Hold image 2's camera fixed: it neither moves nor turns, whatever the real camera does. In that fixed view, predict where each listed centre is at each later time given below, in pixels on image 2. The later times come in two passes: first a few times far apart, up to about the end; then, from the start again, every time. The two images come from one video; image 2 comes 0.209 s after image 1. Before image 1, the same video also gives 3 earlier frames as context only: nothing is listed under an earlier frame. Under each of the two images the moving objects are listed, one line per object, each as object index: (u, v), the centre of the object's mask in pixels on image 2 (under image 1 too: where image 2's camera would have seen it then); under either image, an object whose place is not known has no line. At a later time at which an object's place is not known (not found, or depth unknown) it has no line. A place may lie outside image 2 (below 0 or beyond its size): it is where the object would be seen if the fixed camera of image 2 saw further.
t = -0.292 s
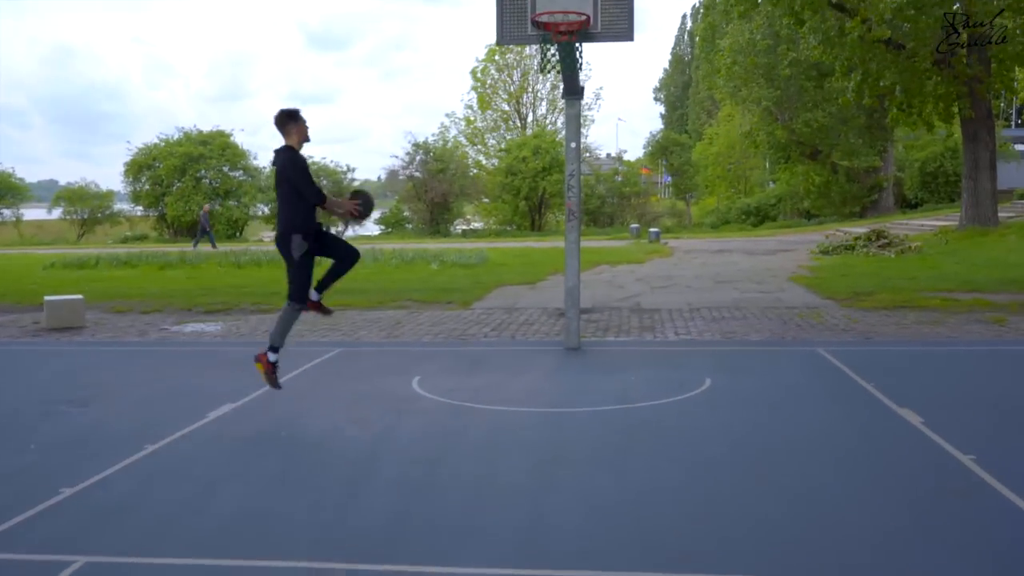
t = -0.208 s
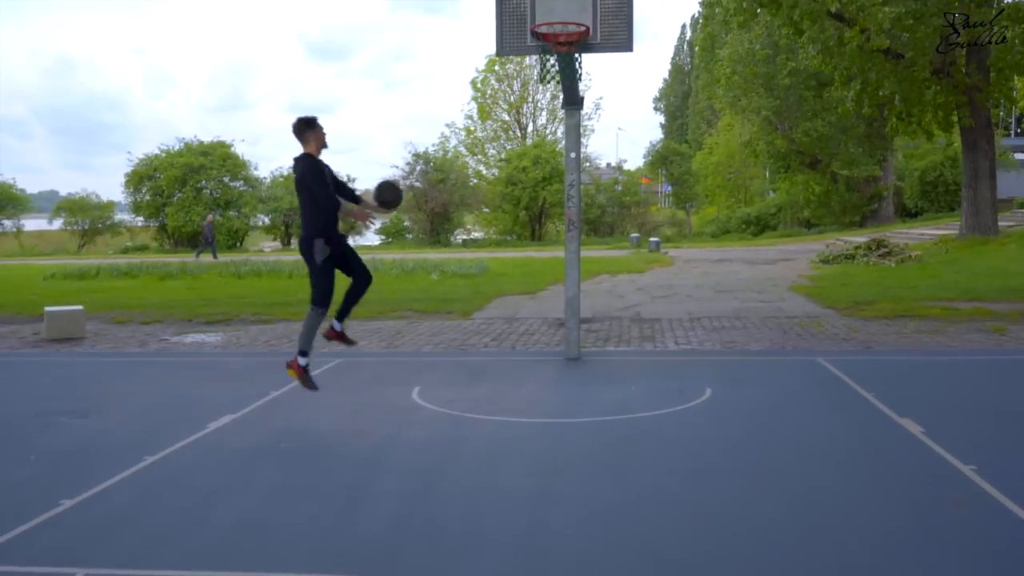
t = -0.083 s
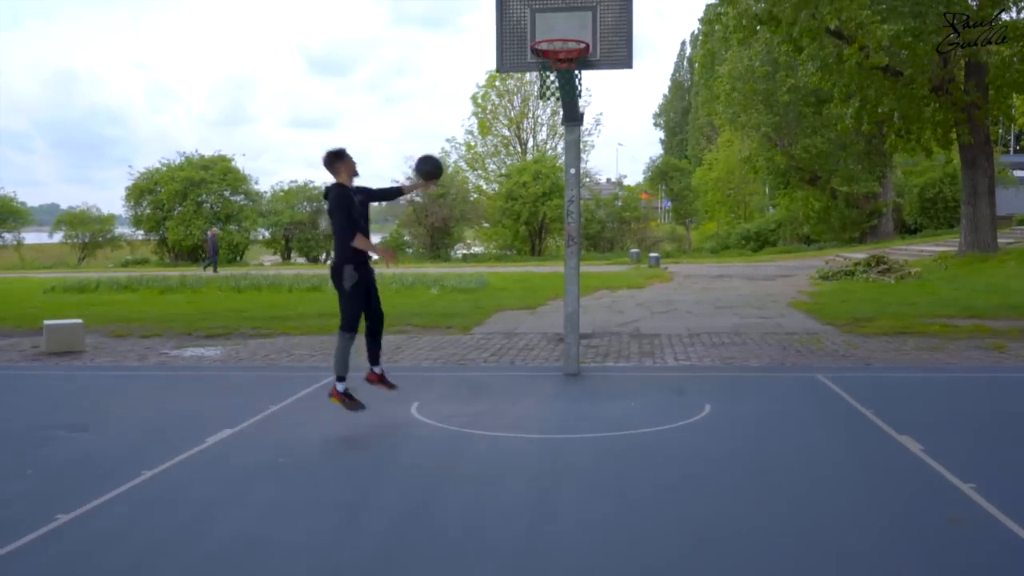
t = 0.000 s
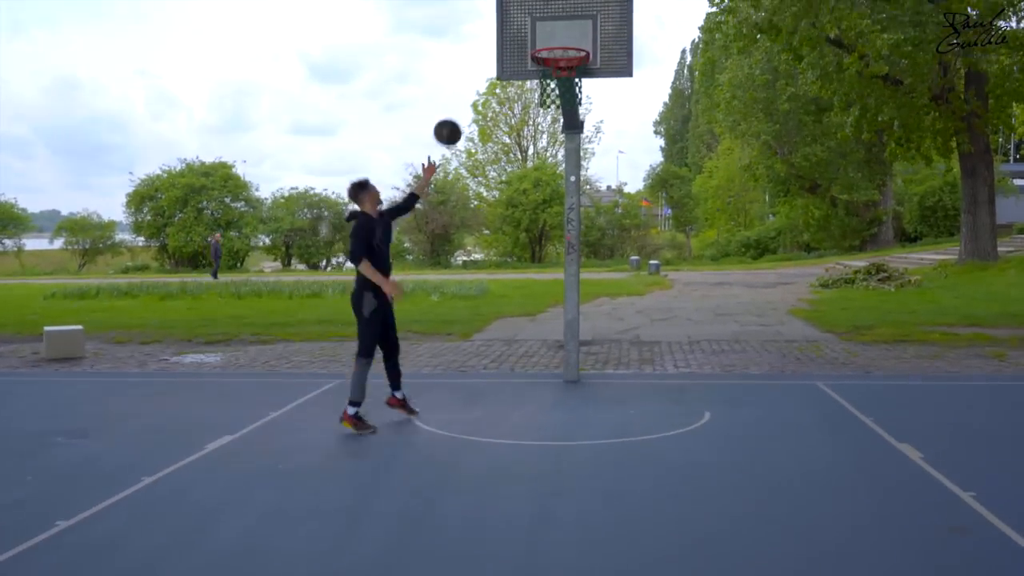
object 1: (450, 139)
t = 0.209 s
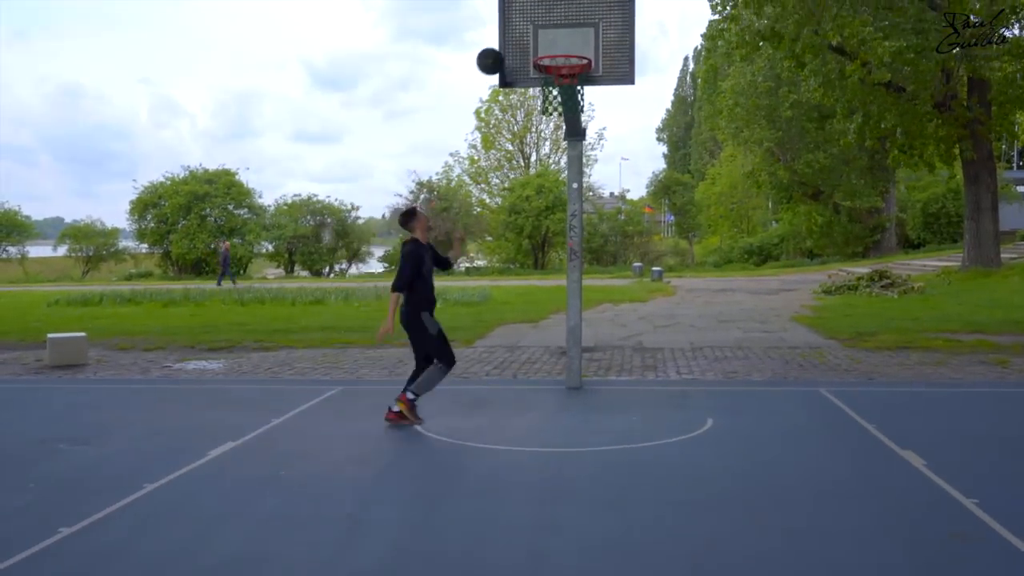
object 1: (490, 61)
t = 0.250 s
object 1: (498, 52)
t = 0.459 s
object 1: (537, 37)
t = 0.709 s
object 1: (569, 48)
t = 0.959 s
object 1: (548, 72)
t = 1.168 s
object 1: (567, 76)
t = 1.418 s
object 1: (556, 86)
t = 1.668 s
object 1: (569, 109)
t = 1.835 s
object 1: (567, 136)
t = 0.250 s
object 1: (498, 52)
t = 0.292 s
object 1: (506, 45)
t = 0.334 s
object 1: (514, 39)
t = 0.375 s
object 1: (522, 37)
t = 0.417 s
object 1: (529, 35)
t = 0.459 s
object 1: (537, 37)
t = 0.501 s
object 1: (544, 39)
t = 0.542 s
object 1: (550, 38)
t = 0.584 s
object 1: (555, 37)
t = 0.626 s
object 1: (560, 39)
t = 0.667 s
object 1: (565, 43)
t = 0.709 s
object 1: (569, 48)
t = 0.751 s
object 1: (576, 59)
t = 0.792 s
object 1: (573, 61)
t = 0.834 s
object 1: (567, 63)
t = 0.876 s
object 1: (562, 64)
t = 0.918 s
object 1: (554, 69)
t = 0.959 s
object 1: (548, 72)
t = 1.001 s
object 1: (548, 73)
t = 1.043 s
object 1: (551, 75)
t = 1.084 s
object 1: (555, 75)
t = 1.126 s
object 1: (560, 76)
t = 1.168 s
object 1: (567, 76)
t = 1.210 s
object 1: (571, 78)
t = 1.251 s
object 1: (570, 78)
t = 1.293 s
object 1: (570, 78)
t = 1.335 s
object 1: (567, 78)
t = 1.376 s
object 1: (562, 82)
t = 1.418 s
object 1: (556, 86)
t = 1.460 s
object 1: (554, 89)
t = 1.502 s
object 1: (556, 91)
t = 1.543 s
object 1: (556, 95)
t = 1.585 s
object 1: (559, 97)
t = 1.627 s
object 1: (566, 100)
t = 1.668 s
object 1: (569, 109)
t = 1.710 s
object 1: (570, 113)
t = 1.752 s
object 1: (569, 118)
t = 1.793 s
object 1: (566, 126)
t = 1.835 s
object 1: (567, 136)
